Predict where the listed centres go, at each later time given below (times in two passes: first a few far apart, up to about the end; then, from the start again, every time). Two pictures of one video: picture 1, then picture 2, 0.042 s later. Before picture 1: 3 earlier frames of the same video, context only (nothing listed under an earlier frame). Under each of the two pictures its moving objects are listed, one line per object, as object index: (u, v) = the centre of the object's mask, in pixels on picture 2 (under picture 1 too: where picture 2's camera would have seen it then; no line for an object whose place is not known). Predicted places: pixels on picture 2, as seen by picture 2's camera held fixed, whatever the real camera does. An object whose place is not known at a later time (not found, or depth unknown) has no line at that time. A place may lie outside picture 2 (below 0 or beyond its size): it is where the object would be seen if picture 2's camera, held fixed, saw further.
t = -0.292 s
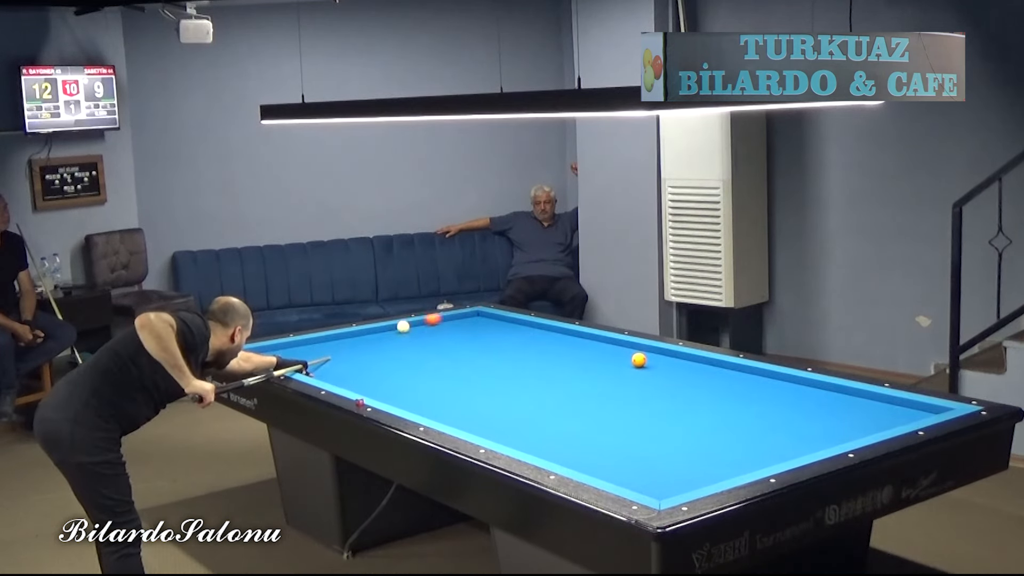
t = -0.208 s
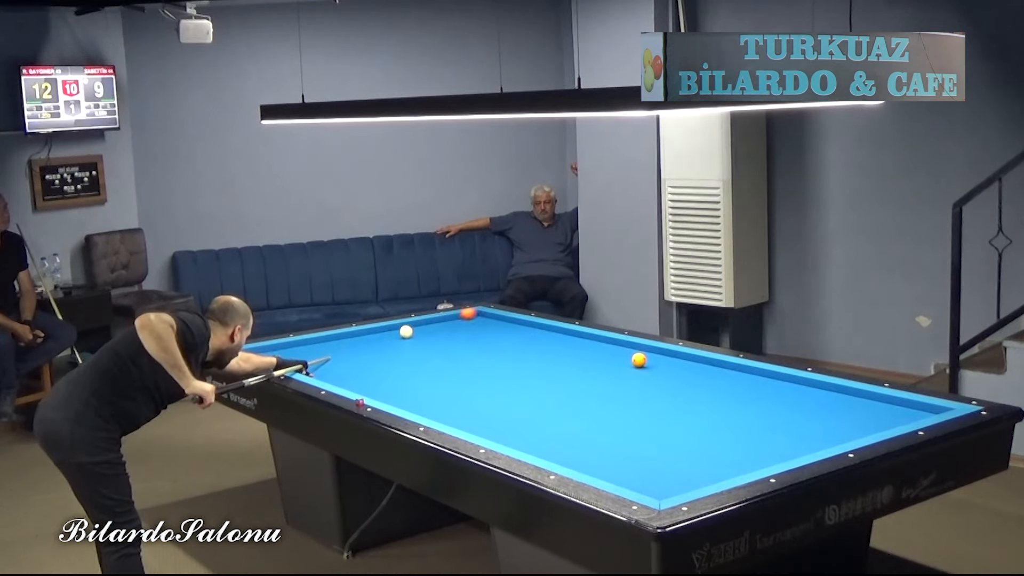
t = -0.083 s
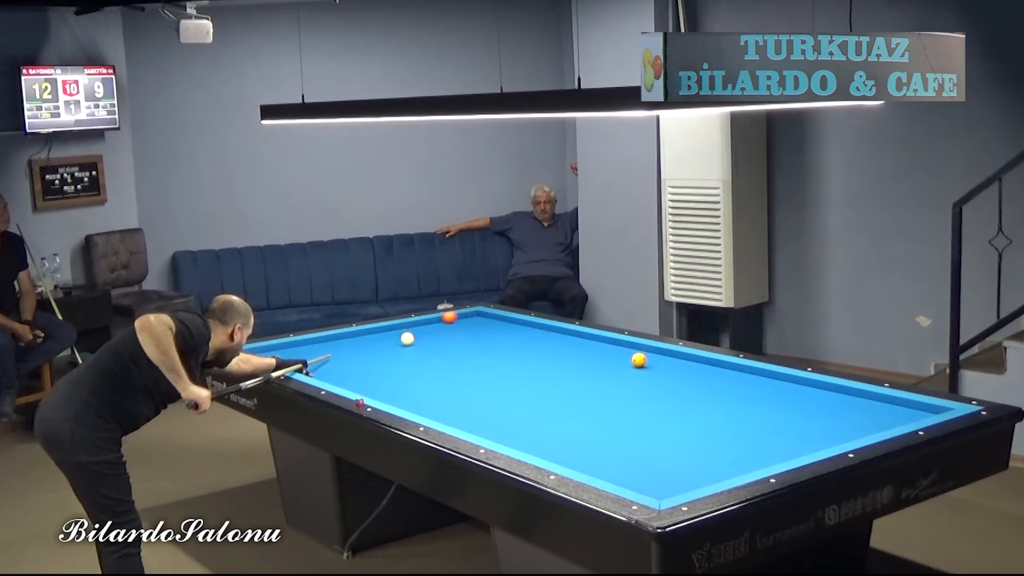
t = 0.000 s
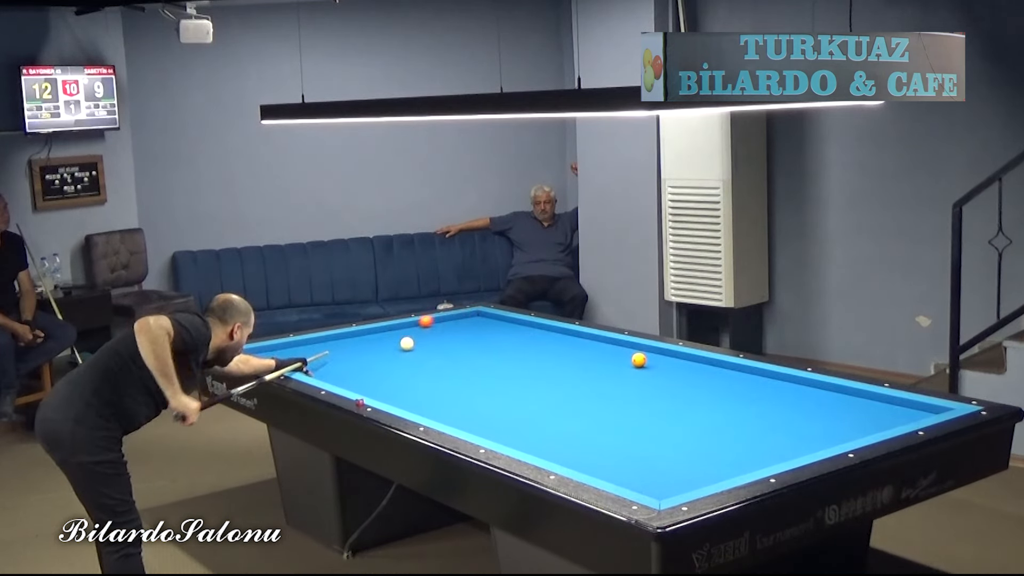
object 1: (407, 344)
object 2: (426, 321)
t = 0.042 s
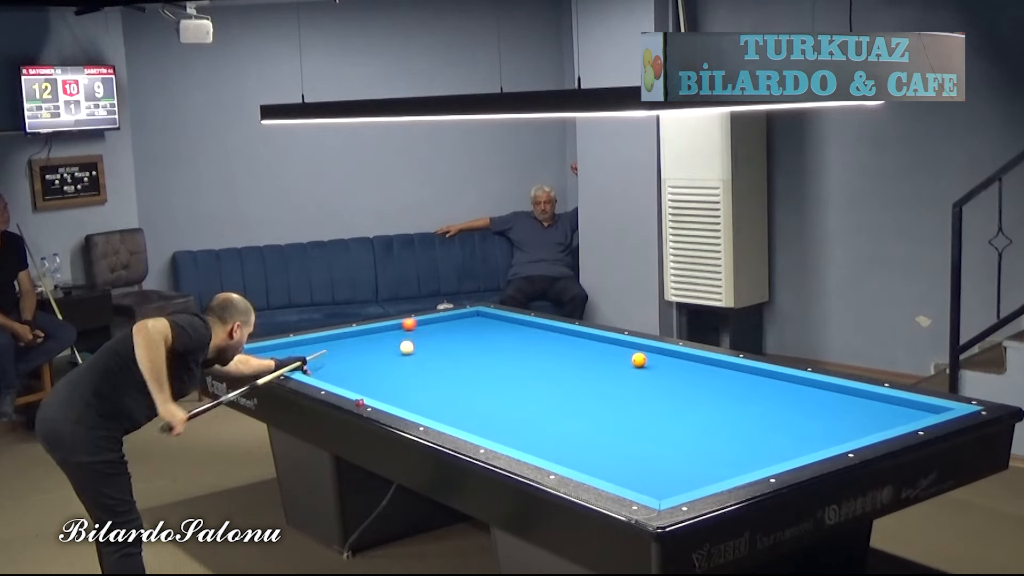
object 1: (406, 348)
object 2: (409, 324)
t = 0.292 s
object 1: (405, 364)
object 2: (346, 336)
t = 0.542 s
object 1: (404, 384)
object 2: (273, 349)
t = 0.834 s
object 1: (405, 405)
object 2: (290, 347)
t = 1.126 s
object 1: (489, 419)
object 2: (340, 339)
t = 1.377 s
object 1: (559, 428)
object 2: (378, 333)
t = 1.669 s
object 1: (655, 441)
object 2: (422, 325)
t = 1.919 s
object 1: (737, 453)
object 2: (455, 320)
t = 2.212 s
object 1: (777, 445)
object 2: (485, 315)
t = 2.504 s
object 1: (768, 423)
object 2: (463, 319)
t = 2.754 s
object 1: (761, 408)
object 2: (445, 322)
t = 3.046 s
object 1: (755, 391)
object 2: (424, 326)
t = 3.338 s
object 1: (749, 377)
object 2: (405, 330)
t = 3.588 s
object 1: (734, 368)
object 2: (386, 333)
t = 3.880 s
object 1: (695, 366)
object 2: (366, 337)
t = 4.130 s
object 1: (659, 364)
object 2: (348, 340)
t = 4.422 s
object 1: (624, 364)
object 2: (329, 343)
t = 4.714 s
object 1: (590, 365)
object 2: (308, 347)
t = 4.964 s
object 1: (561, 366)
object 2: (291, 350)
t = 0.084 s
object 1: (406, 350)
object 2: (398, 326)
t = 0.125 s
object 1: (406, 353)
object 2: (388, 328)
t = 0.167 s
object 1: (406, 355)
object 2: (377, 330)
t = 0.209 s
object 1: (406, 358)
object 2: (367, 332)
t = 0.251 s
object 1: (405, 361)
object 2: (356, 334)
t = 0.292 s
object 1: (405, 364)
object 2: (346, 336)
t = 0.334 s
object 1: (405, 367)
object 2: (335, 338)
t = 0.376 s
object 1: (405, 370)
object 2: (324, 339)
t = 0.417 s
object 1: (404, 373)
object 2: (313, 341)
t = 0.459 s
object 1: (404, 376)
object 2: (302, 343)
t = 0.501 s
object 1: (404, 379)
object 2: (291, 346)
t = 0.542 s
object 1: (404, 384)
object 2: (273, 349)
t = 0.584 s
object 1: (403, 387)
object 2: (262, 351)
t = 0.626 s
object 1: (403, 390)
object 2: (251, 351)
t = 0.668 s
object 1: (403, 394)
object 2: (255, 351)
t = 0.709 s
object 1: (403, 398)
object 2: (264, 351)
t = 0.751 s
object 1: (402, 401)
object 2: (274, 349)
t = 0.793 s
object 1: (402, 403)
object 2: (282, 348)
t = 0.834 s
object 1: (405, 405)
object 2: (290, 347)
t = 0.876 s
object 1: (417, 407)
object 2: (297, 345)
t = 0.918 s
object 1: (428, 410)
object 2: (304, 344)
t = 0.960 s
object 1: (439, 412)
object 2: (311, 343)
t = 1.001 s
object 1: (450, 414)
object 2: (317, 342)
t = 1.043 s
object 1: (467, 416)
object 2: (327, 341)
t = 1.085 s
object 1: (478, 417)
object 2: (334, 340)
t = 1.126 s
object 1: (489, 419)
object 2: (340, 339)
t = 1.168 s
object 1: (501, 420)
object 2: (347, 338)
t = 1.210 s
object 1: (512, 422)
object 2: (353, 336)
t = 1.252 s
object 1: (524, 423)
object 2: (359, 335)
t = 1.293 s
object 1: (536, 425)
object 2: (365, 335)
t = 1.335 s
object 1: (547, 427)
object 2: (371, 334)
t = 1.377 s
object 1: (559, 428)
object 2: (378, 333)
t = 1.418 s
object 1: (572, 430)
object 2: (384, 331)
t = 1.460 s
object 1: (584, 431)
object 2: (390, 330)
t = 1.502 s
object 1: (603, 434)
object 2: (399, 329)
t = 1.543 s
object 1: (616, 436)
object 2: (404, 328)
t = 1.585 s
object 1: (628, 437)
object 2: (411, 327)
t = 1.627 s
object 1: (641, 439)
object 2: (416, 326)
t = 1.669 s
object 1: (655, 441)
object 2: (422, 325)
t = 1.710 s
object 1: (668, 443)
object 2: (427, 324)
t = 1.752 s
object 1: (681, 445)
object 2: (433, 323)
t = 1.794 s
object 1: (695, 447)
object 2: (439, 322)
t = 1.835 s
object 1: (709, 449)
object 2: (444, 322)
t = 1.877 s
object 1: (723, 450)
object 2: (449, 321)
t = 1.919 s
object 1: (737, 453)
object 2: (455, 320)
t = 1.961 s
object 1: (751, 455)
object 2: (460, 319)
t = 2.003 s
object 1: (772, 456)
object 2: (468, 318)
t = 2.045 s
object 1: (786, 455)
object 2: (473, 317)
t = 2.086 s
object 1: (784, 454)
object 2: (479, 316)
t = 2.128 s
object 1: (781, 451)
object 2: (484, 315)
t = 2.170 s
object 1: (778, 448)
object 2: (489, 314)
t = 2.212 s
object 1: (777, 445)
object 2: (485, 315)
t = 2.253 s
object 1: (775, 441)
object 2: (481, 316)
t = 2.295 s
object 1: (774, 438)
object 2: (478, 316)
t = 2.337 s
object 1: (773, 435)
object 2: (475, 317)
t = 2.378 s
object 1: (772, 433)
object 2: (472, 317)
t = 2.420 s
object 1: (771, 430)
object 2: (469, 318)
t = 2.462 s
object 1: (769, 427)
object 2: (467, 318)
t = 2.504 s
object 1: (768, 423)
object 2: (463, 319)
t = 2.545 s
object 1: (767, 420)
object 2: (460, 320)
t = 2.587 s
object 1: (766, 418)
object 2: (457, 320)
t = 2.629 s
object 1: (764, 415)
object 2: (454, 321)
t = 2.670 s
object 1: (763, 413)
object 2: (451, 321)
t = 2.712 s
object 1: (762, 410)
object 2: (448, 322)
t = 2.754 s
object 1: (761, 408)
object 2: (445, 322)
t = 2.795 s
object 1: (761, 405)
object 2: (442, 323)
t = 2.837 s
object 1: (760, 403)
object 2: (440, 323)
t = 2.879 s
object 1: (759, 401)
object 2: (437, 324)
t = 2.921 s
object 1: (758, 398)
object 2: (434, 324)
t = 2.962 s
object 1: (756, 395)
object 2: (430, 325)
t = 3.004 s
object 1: (755, 393)
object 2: (427, 326)
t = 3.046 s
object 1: (755, 391)
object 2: (424, 326)
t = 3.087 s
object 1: (754, 389)
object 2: (421, 326)
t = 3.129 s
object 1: (753, 387)
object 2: (419, 327)
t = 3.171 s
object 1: (752, 385)
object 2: (416, 327)
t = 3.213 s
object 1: (751, 383)
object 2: (413, 328)
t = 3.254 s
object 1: (751, 381)
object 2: (410, 329)
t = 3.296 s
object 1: (750, 379)
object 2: (407, 329)
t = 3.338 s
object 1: (749, 377)
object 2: (405, 330)
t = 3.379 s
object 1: (748, 375)
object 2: (401, 330)
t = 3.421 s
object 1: (747, 373)
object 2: (399, 331)
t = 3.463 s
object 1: (747, 370)
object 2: (394, 331)
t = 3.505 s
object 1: (746, 369)
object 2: (392, 332)
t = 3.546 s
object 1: (741, 367)
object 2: (389, 332)
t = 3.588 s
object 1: (734, 368)
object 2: (386, 333)
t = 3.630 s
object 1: (729, 367)
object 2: (383, 334)
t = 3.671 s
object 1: (723, 367)
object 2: (380, 334)
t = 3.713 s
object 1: (717, 367)
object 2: (377, 335)
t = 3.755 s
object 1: (711, 366)
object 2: (375, 335)
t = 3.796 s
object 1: (706, 366)
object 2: (372, 336)
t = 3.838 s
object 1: (700, 366)
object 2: (369, 336)
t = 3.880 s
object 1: (695, 366)
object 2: (366, 337)
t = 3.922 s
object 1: (689, 365)
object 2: (364, 337)
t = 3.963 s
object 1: (681, 365)
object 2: (359, 338)
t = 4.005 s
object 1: (675, 365)
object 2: (357, 338)
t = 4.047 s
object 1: (670, 364)
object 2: (354, 339)
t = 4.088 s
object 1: (665, 364)
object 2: (351, 339)
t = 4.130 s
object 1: (659, 364)
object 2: (348, 340)
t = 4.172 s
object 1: (654, 364)
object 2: (345, 340)
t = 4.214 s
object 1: (649, 363)
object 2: (342, 341)
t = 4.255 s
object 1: (643, 363)
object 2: (340, 341)
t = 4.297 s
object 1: (639, 363)
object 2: (337, 342)
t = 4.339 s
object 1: (634, 363)
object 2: (334, 342)
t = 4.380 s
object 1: (629, 364)
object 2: (331, 343)
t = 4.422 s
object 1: (624, 364)
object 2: (329, 343)
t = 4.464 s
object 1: (618, 364)
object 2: (325, 344)
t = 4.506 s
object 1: (613, 364)
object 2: (322, 344)
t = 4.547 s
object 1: (608, 365)
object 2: (319, 345)
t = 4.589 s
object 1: (604, 365)
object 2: (316, 345)
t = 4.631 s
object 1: (599, 365)
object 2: (314, 346)
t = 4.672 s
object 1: (595, 365)
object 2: (311, 346)
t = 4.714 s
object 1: (590, 365)
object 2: (308, 347)
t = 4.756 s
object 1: (586, 365)
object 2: (305, 347)
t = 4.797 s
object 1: (581, 366)
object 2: (302, 348)
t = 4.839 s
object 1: (577, 366)
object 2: (300, 348)
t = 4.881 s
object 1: (572, 366)
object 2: (297, 349)
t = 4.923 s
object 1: (566, 366)
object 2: (293, 349)
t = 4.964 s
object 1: (561, 366)
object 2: (291, 350)
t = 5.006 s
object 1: (557, 367)
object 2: (288, 350)
